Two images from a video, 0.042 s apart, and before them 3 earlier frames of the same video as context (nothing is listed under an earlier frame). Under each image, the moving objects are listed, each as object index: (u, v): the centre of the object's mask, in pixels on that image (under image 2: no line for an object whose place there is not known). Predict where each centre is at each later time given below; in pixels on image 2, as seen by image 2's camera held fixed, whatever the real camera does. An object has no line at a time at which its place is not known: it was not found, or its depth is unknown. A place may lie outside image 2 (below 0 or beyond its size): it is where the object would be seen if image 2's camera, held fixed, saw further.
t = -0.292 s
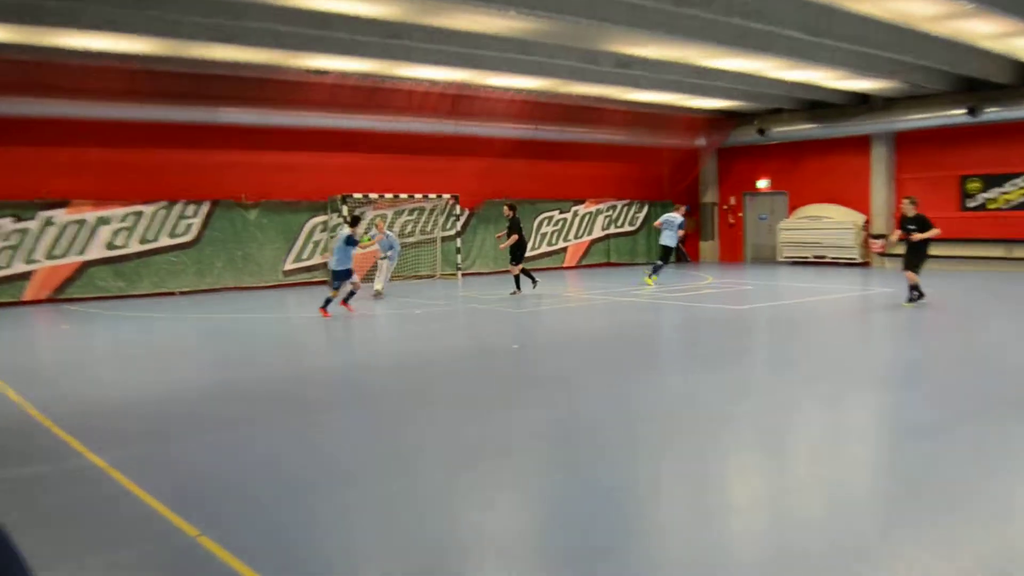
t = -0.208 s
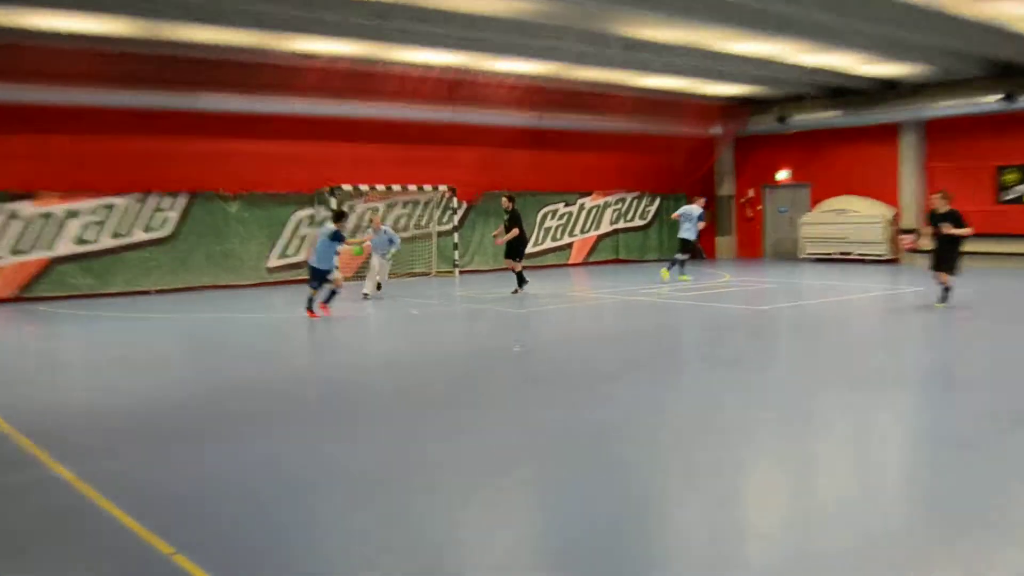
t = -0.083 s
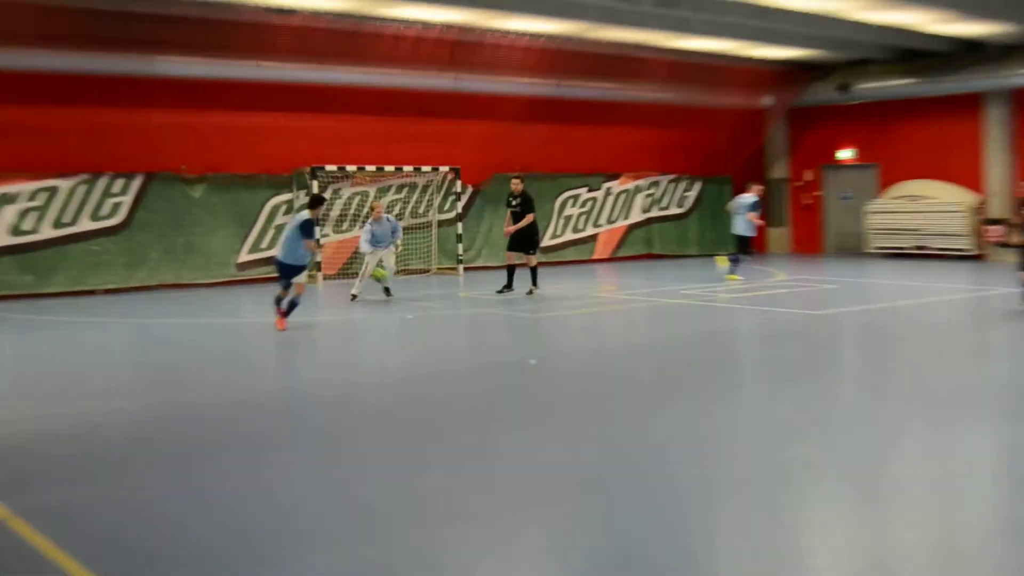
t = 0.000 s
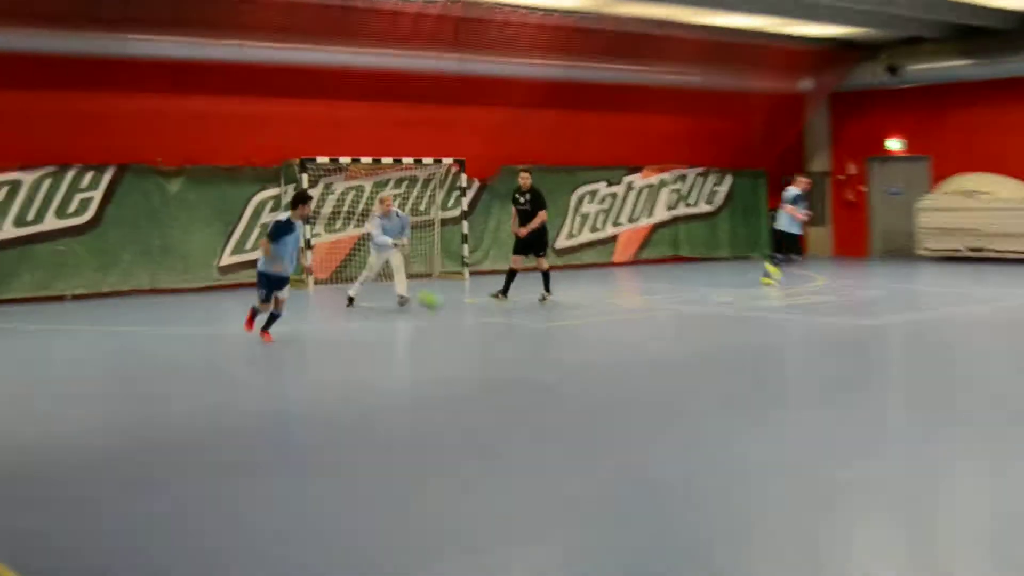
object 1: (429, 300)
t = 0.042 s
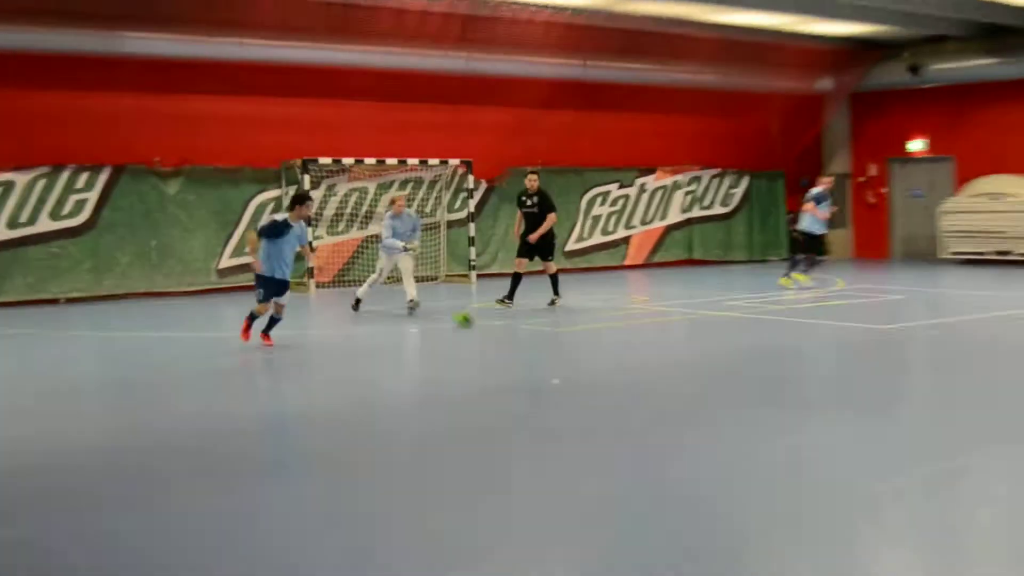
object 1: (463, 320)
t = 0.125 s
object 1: (511, 313)
